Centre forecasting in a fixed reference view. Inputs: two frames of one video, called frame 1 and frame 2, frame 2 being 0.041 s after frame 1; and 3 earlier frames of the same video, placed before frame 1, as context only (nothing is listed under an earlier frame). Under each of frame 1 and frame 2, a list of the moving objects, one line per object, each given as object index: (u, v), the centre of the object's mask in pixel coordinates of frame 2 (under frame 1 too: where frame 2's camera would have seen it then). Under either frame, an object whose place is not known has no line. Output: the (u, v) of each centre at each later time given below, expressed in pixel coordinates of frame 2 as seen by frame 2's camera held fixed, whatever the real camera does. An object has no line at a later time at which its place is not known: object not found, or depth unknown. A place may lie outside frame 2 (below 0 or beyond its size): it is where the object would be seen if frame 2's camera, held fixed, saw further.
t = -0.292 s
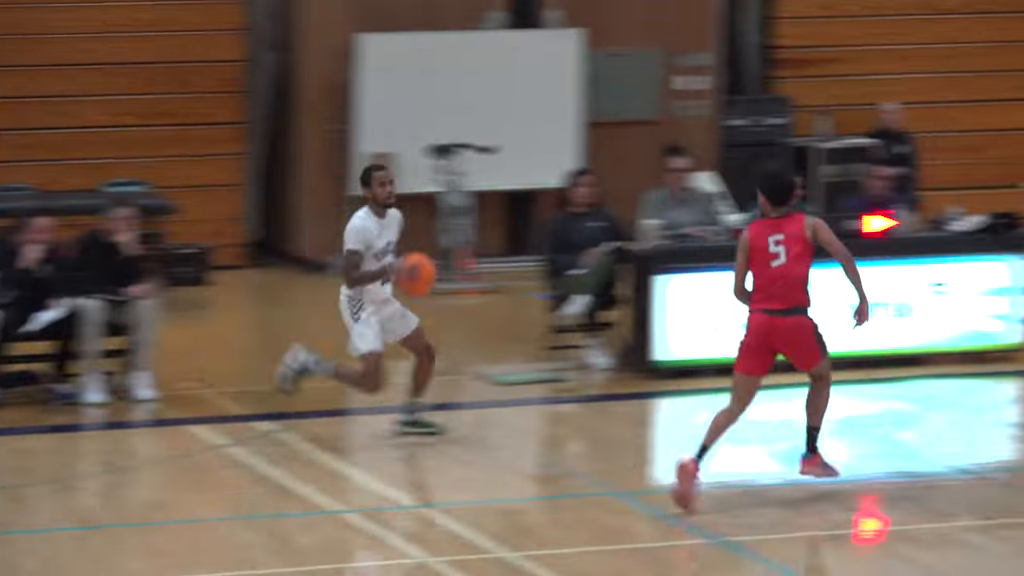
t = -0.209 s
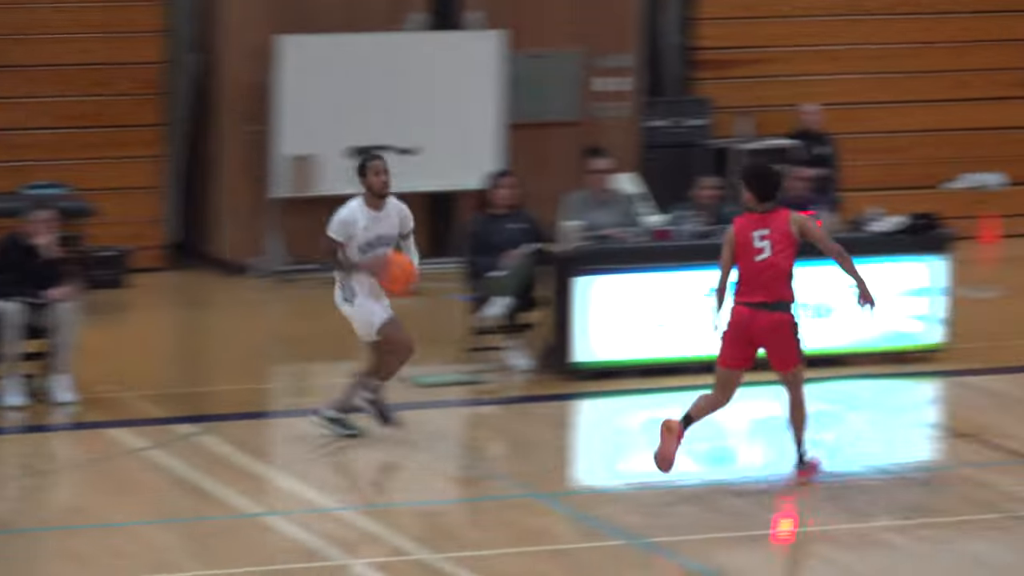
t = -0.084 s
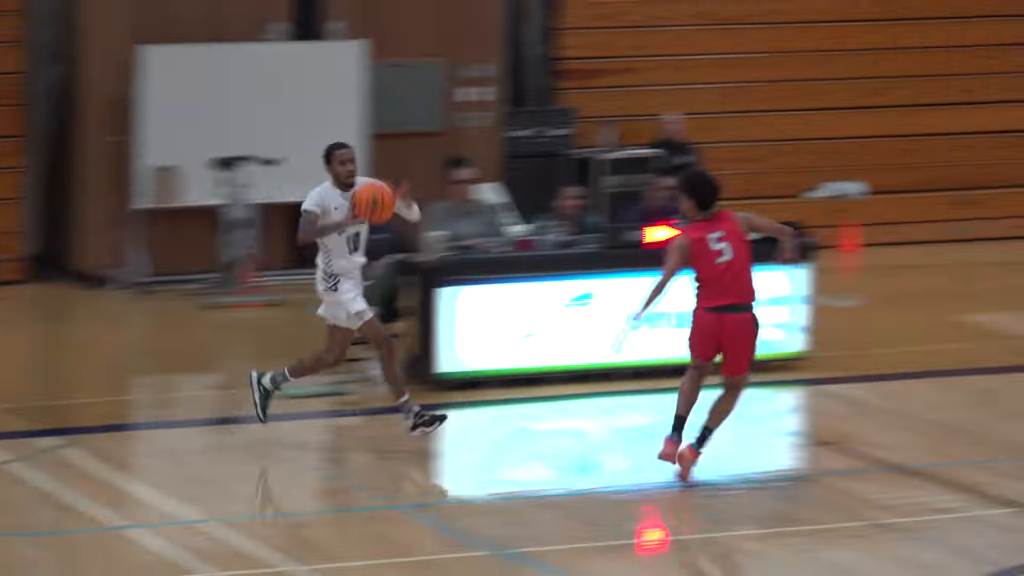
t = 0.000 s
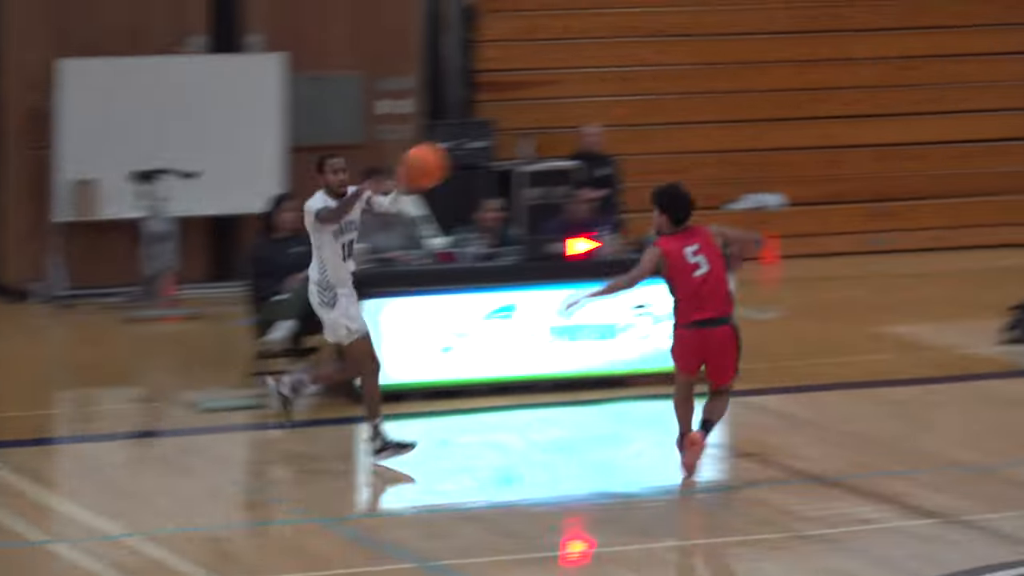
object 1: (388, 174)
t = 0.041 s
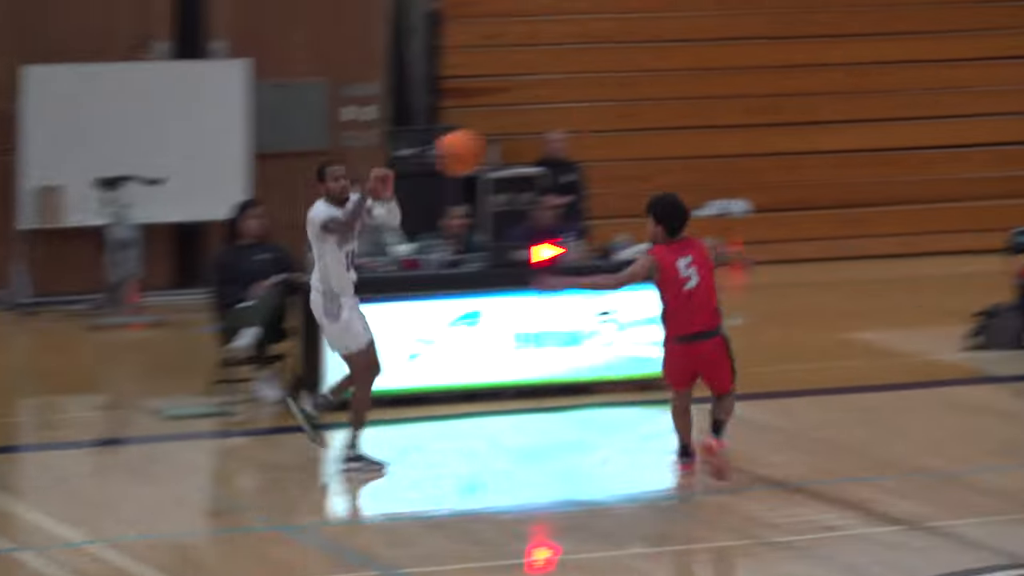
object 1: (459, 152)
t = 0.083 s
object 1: (527, 135)
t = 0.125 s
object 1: (601, 119)
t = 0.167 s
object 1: (672, 106)
